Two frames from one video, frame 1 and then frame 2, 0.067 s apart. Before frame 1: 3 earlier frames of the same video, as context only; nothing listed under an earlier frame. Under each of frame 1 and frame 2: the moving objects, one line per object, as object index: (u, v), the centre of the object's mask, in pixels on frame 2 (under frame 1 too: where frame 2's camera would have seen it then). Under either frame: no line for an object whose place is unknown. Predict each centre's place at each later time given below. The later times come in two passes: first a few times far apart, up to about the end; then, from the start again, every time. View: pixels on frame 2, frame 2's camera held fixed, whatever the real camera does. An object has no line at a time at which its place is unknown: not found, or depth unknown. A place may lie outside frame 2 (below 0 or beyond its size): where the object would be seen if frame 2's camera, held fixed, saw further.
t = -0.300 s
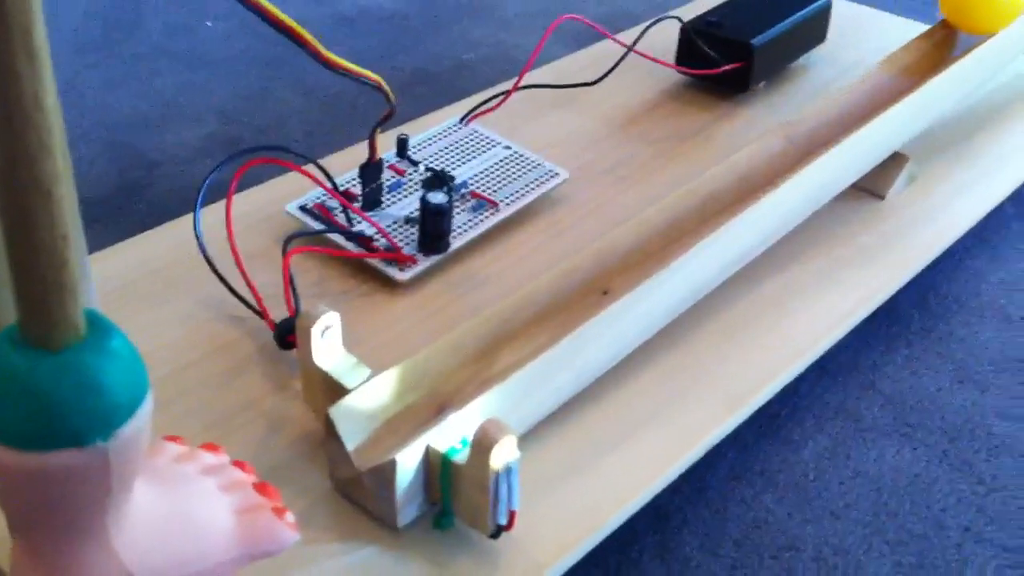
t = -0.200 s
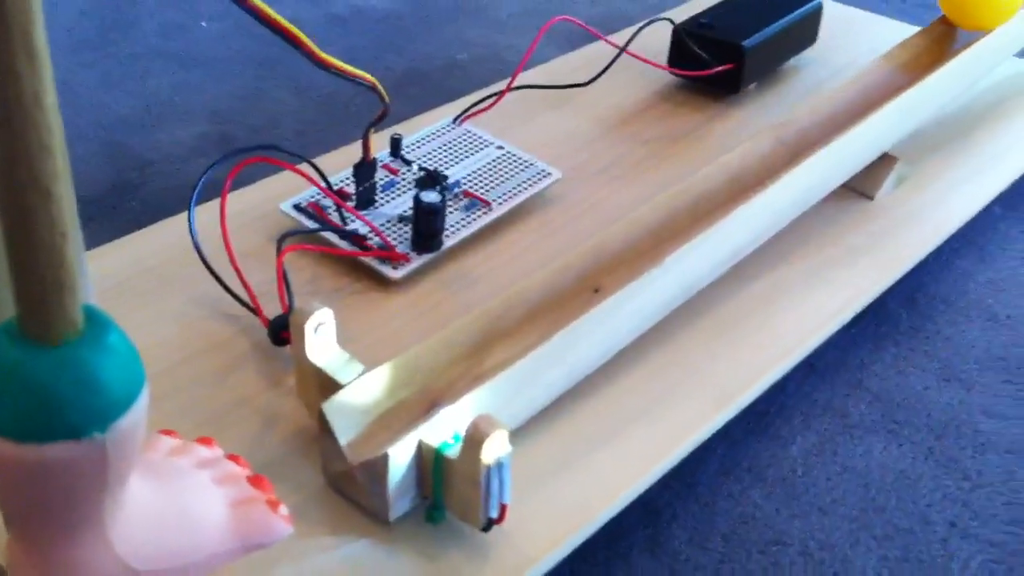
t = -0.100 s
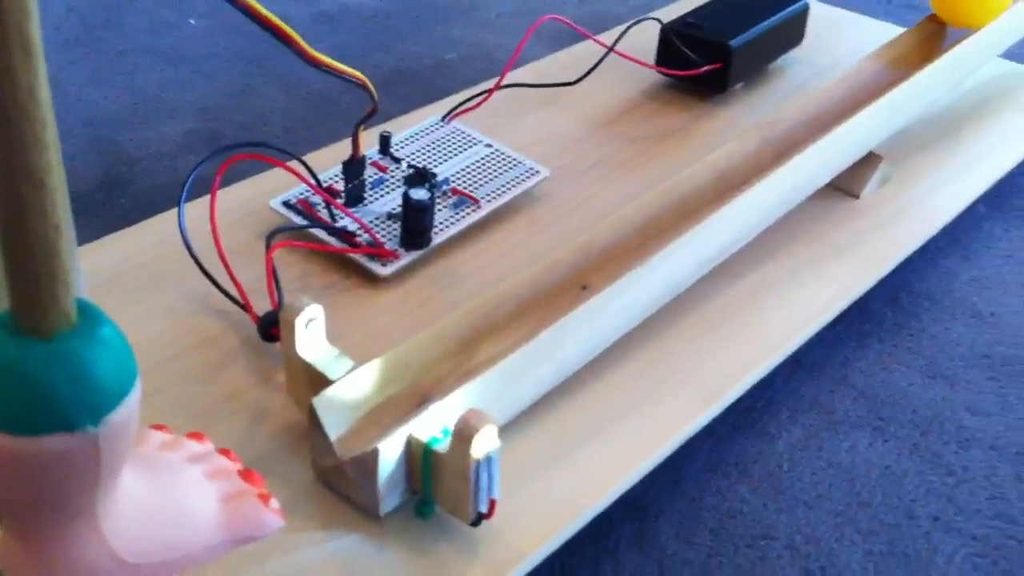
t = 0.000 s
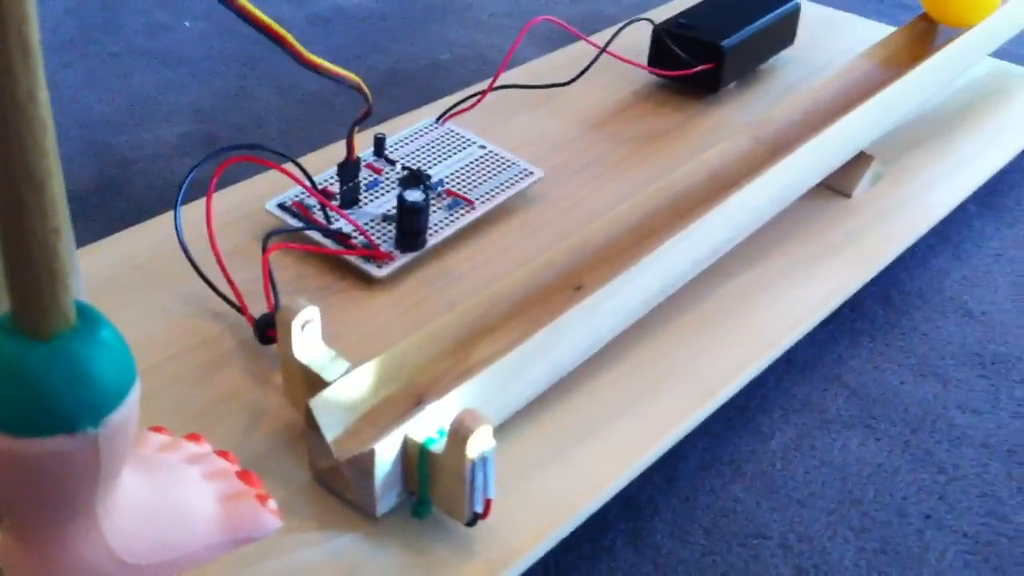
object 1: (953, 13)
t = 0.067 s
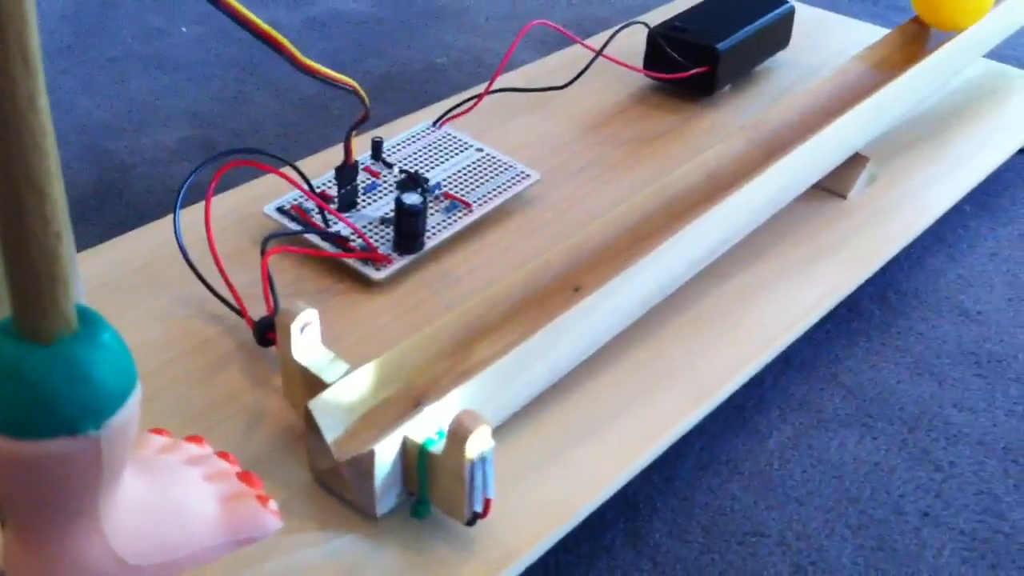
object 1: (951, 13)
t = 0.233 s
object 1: (940, 17)
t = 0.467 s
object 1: (905, 34)
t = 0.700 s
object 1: (858, 48)
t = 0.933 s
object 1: (784, 96)
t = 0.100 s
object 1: (950, 14)
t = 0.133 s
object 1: (948, 14)
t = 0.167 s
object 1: (947, 14)
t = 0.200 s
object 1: (944, 16)
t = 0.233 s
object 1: (940, 17)
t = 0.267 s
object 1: (937, 18)
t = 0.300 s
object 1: (933, 21)
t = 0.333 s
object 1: (929, 24)
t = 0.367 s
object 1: (924, 27)
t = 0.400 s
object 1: (918, 31)
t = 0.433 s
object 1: (912, 33)
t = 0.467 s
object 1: (905, 34)
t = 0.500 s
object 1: (900, 36)
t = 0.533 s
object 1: (892, 38)
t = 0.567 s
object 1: (885, 40)
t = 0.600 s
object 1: (879, 42)
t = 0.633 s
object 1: (872, 45)
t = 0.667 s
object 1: (865, 47)
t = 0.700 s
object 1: (858, 48)
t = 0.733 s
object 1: (850, 53)
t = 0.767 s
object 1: (841, 59)
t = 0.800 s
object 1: (831, 65)
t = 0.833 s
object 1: (821, 73)
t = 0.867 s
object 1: (809, 80)
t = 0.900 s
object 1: (796, 87)
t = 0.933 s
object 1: (784, 96)
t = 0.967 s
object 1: (771, 104)
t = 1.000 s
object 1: (758, 113)
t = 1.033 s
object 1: (745, 122)
